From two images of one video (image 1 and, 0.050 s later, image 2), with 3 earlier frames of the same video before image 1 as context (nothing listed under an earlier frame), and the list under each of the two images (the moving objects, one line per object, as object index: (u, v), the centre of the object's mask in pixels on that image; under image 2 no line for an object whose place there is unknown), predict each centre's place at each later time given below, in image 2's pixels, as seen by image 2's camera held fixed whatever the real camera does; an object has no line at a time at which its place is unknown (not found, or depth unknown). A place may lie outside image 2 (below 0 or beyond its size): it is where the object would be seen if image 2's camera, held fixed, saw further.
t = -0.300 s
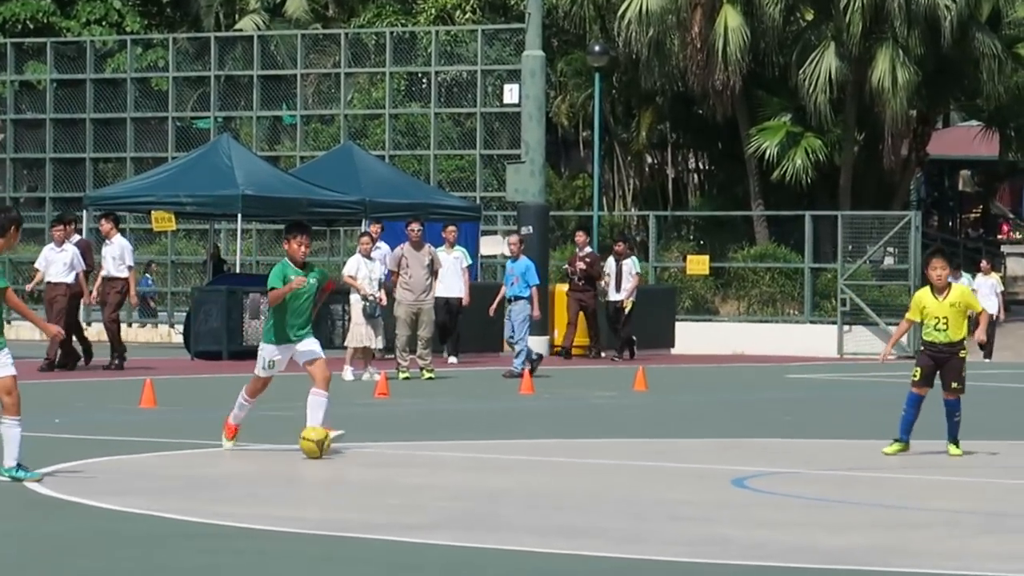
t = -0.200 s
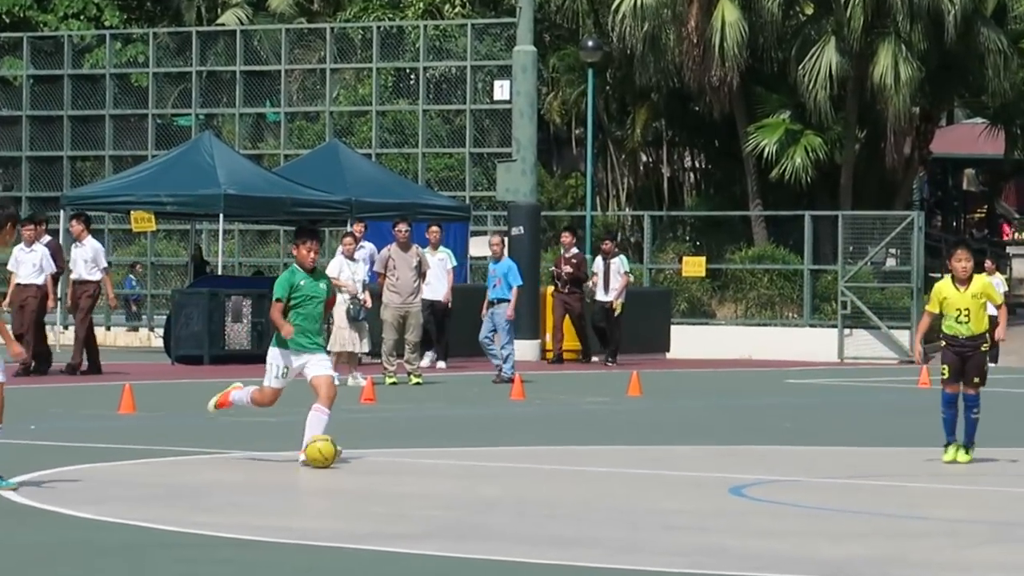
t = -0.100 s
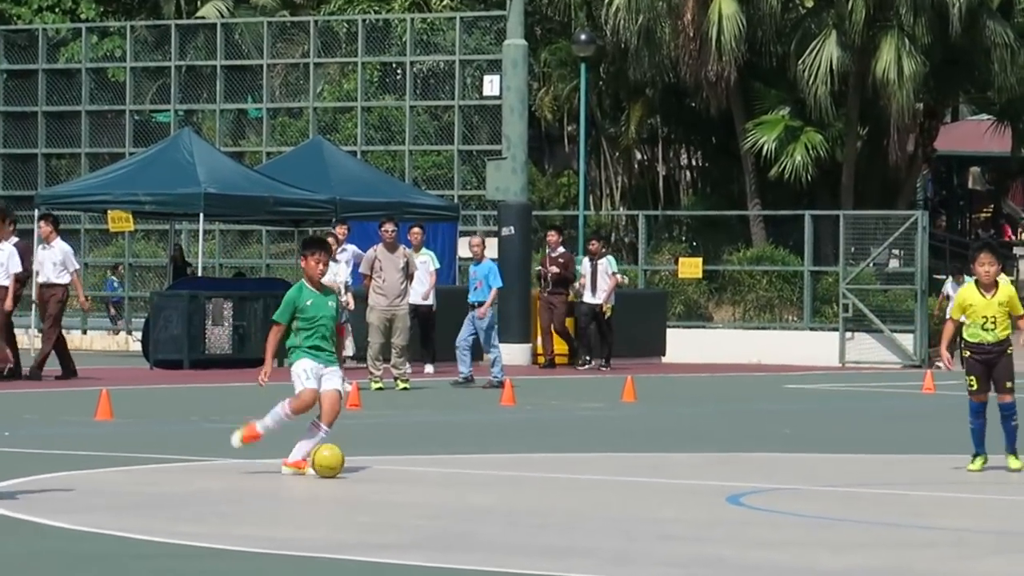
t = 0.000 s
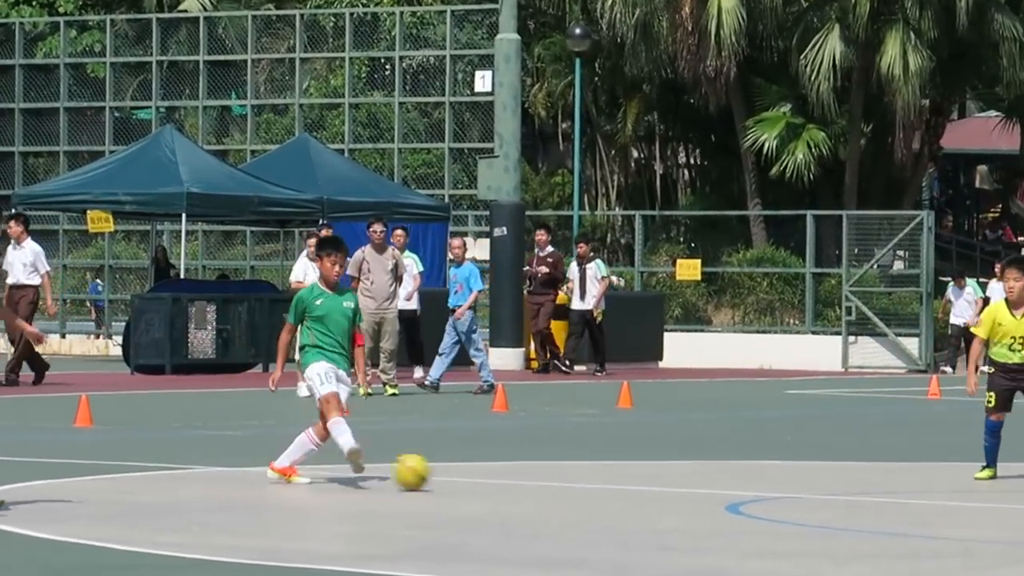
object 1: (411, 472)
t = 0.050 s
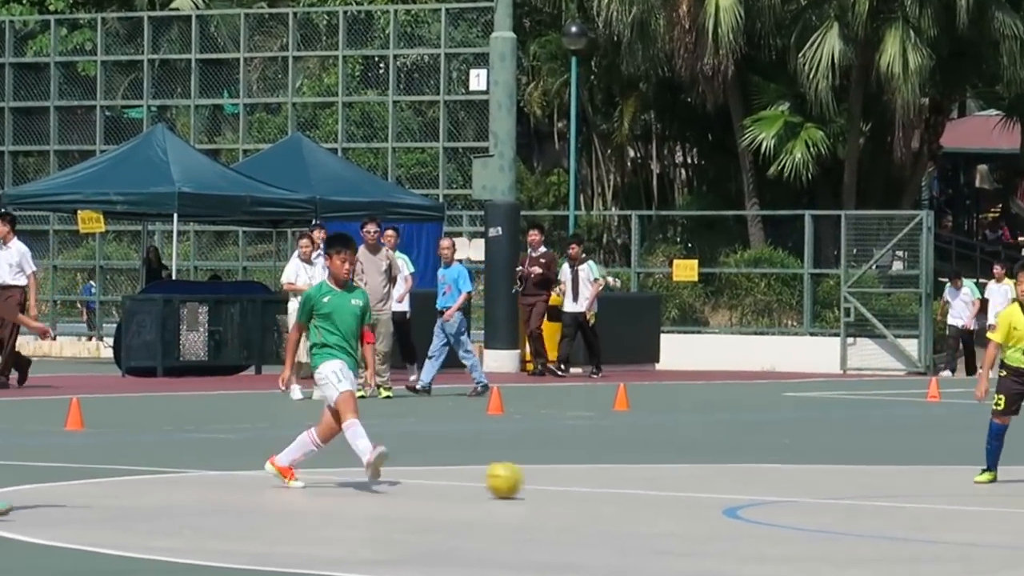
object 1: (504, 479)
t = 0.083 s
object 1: (568, 482)
